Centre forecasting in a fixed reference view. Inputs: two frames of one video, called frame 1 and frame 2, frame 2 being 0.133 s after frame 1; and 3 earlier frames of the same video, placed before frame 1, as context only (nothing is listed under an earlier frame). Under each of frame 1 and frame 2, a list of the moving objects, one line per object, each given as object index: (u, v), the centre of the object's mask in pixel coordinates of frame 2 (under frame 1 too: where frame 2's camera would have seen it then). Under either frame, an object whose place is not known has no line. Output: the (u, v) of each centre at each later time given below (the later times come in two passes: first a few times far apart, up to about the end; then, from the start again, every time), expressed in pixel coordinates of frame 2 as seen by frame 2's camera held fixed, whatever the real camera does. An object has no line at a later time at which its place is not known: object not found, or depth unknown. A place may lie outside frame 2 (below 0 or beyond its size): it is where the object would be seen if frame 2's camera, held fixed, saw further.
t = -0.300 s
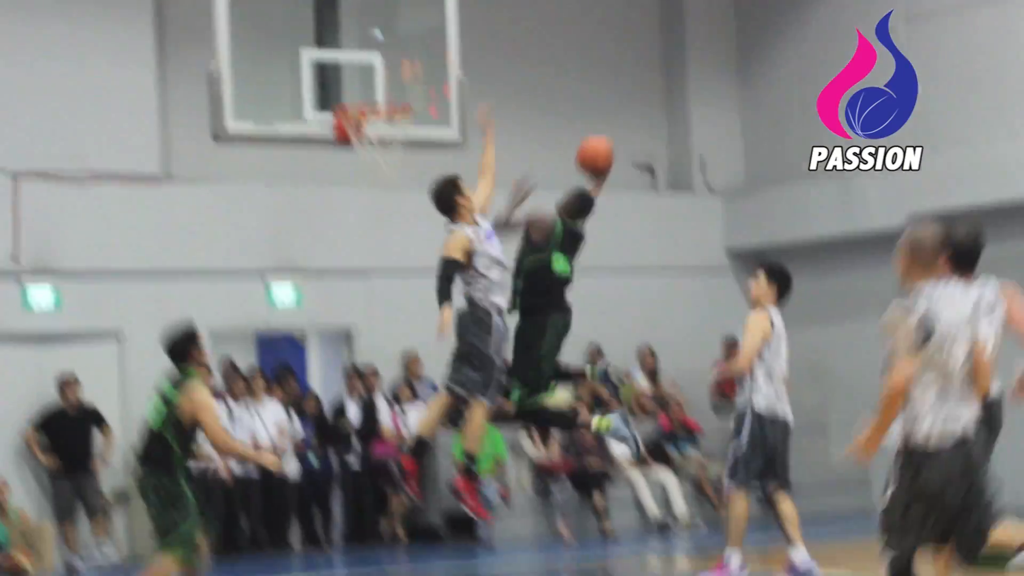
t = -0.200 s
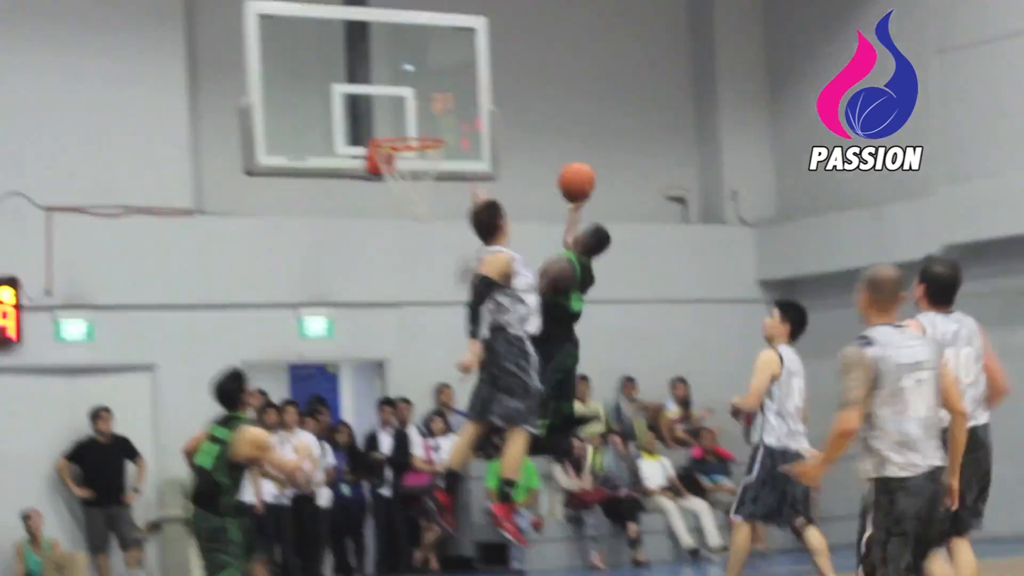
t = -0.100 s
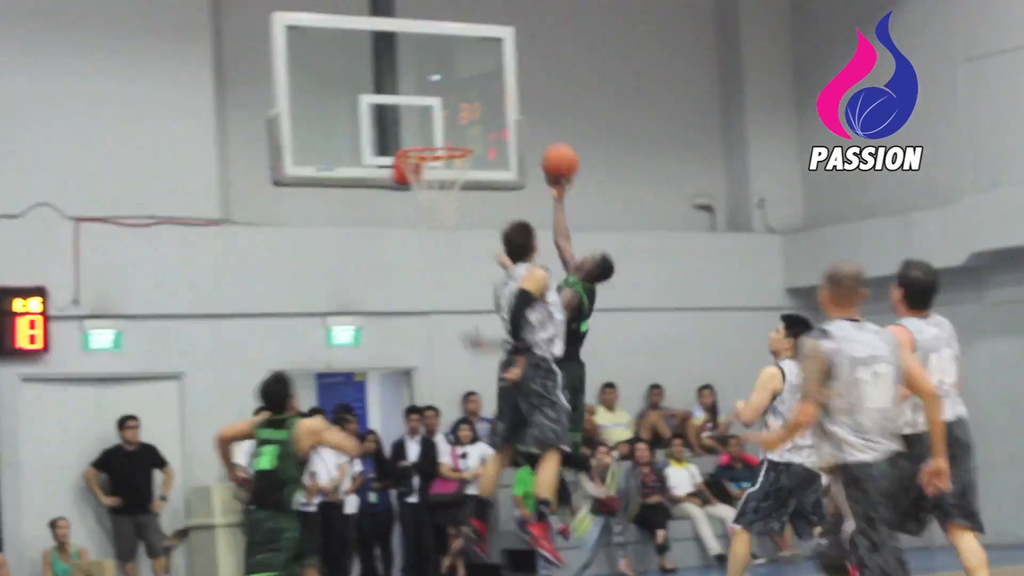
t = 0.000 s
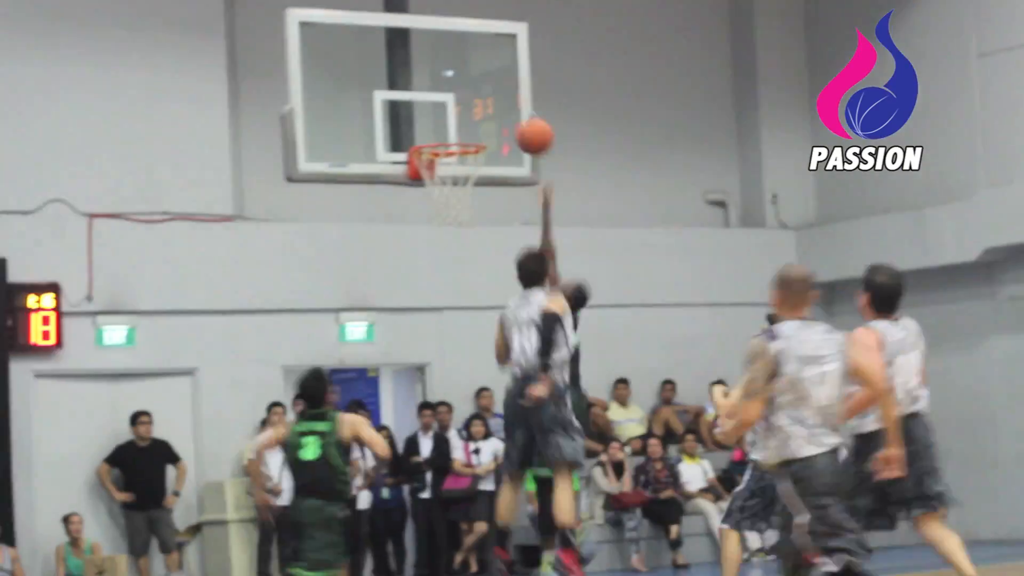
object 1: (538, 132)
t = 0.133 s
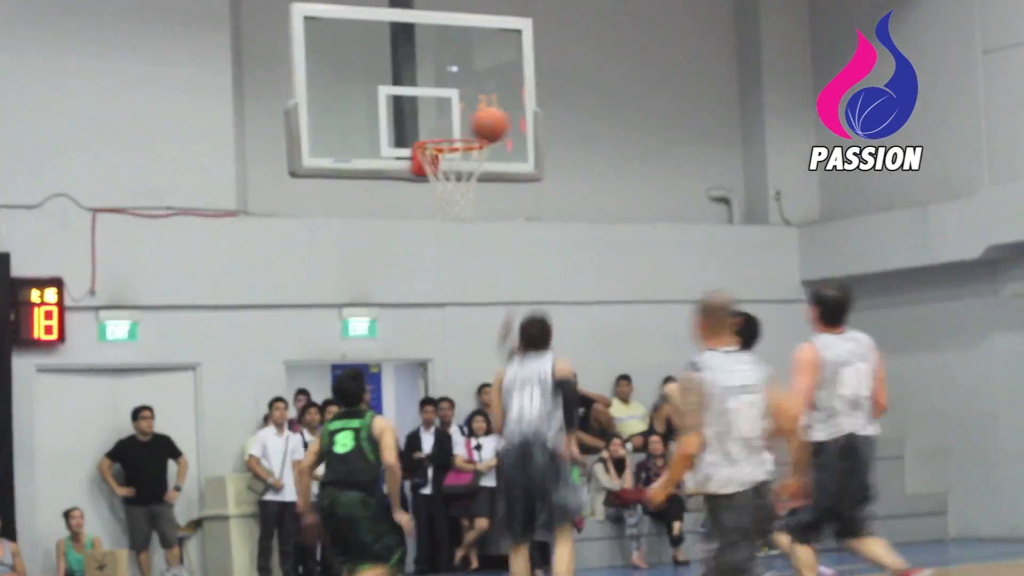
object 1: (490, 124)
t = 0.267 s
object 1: (453, 125)
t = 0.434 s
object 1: (467, 128)
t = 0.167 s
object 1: (478, 124)
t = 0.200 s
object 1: (465, 127)
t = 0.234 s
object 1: (456, 127)
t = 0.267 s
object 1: (453, 125)
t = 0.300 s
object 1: (456, 124)
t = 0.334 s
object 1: (459, 123)
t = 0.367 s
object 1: (462, 123)
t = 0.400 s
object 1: (466, 126)
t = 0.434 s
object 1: (467, 128)
